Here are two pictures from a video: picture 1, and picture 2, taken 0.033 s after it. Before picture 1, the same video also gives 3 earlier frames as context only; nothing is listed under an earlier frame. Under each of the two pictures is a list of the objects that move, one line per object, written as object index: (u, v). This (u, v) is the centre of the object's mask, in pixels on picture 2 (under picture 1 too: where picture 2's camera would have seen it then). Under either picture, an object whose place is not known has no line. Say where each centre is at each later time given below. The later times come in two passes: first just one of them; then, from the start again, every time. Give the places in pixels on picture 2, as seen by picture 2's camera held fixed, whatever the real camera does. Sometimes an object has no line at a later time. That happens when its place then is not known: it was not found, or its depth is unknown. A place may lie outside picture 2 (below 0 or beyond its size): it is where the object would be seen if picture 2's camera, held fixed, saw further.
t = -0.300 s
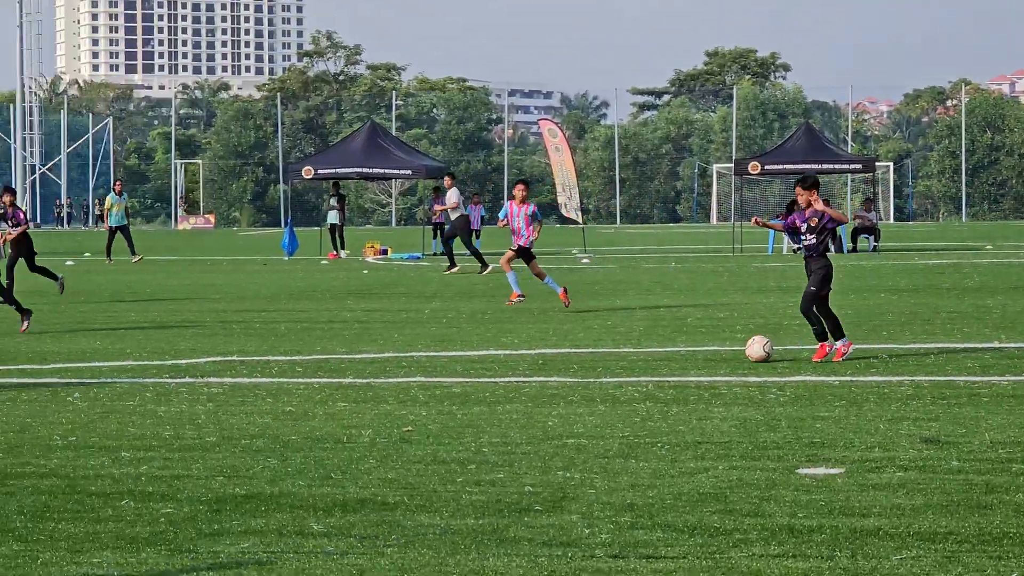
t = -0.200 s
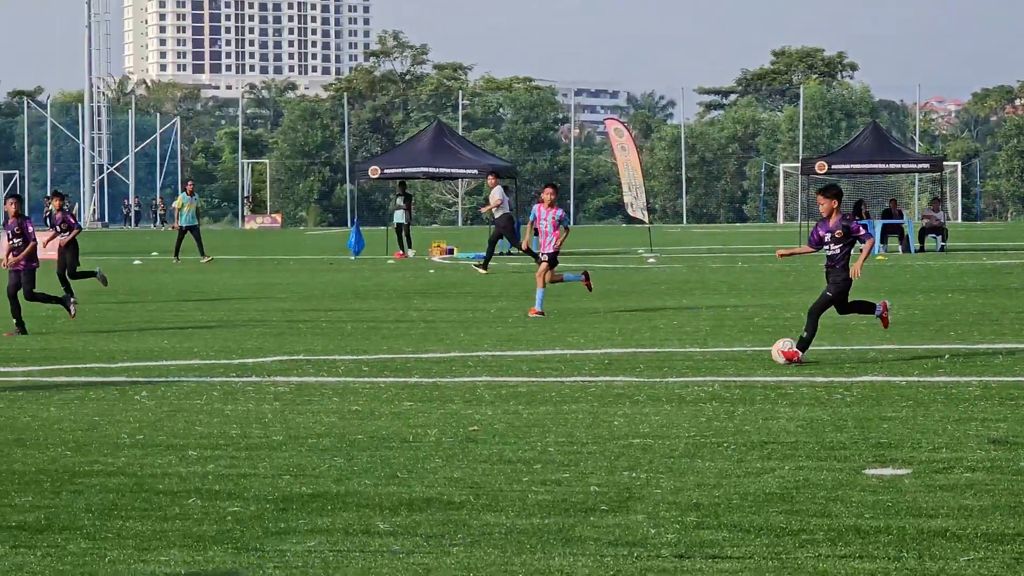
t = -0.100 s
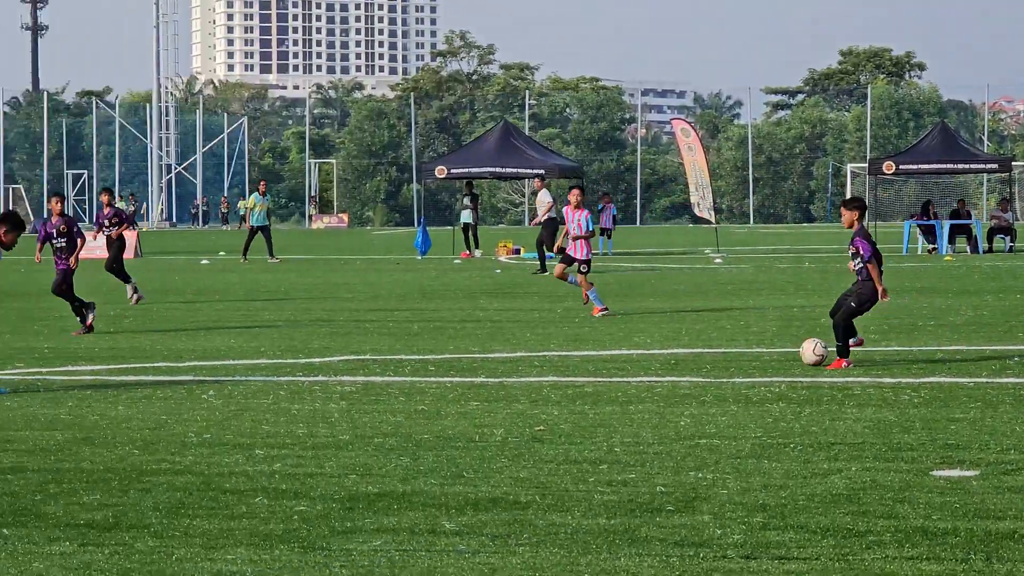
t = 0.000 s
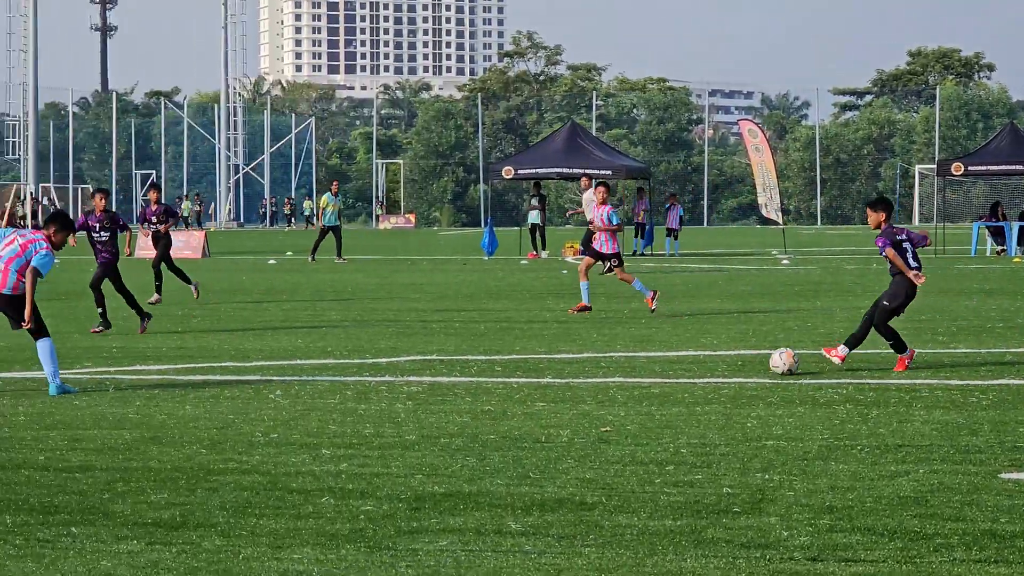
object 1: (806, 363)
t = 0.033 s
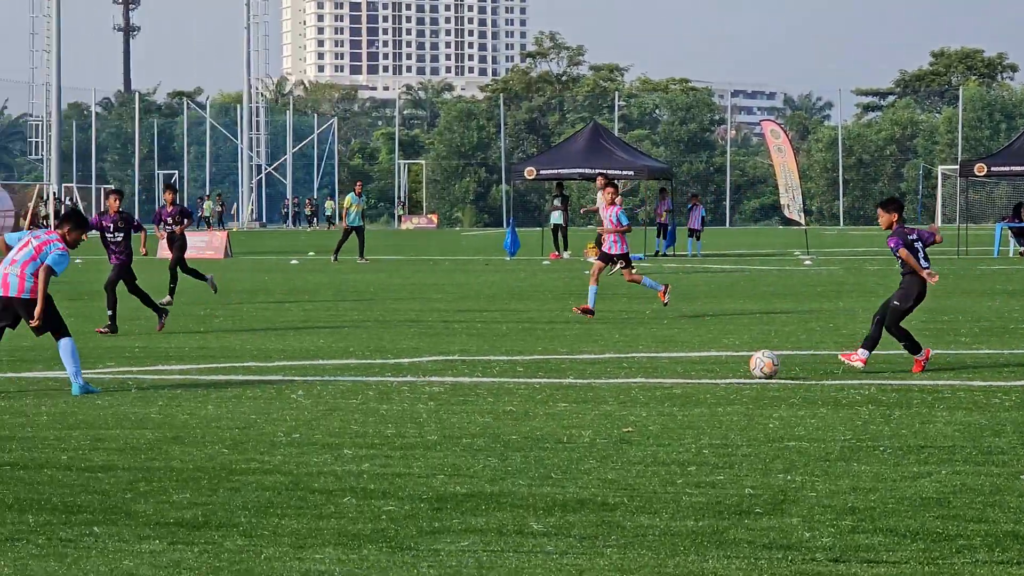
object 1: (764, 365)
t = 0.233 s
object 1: (497, 390)
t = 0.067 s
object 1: (722, 368)
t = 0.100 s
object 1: (678, 373)
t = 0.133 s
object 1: (633, 378)
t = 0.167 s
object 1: (589, 381)
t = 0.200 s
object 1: (544, 384)
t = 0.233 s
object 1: (497, 390)
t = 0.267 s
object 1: (448, 396)
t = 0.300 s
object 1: (399, 403)
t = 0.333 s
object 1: (348, 410)
